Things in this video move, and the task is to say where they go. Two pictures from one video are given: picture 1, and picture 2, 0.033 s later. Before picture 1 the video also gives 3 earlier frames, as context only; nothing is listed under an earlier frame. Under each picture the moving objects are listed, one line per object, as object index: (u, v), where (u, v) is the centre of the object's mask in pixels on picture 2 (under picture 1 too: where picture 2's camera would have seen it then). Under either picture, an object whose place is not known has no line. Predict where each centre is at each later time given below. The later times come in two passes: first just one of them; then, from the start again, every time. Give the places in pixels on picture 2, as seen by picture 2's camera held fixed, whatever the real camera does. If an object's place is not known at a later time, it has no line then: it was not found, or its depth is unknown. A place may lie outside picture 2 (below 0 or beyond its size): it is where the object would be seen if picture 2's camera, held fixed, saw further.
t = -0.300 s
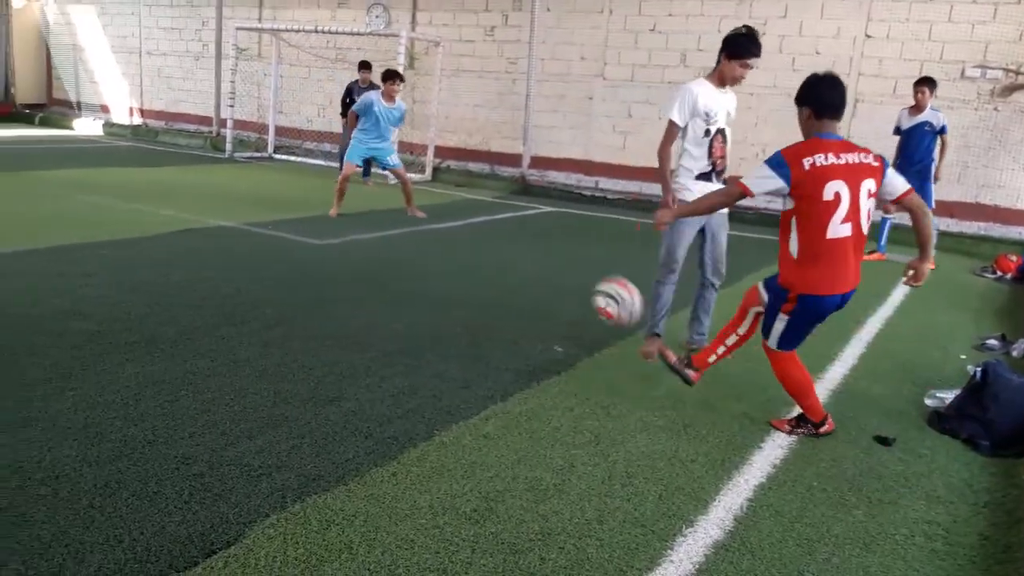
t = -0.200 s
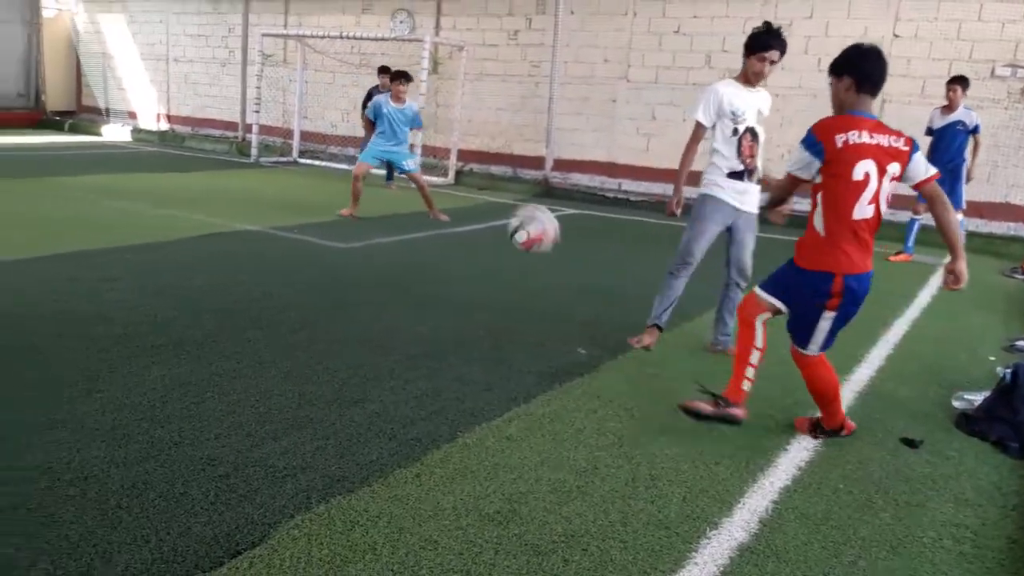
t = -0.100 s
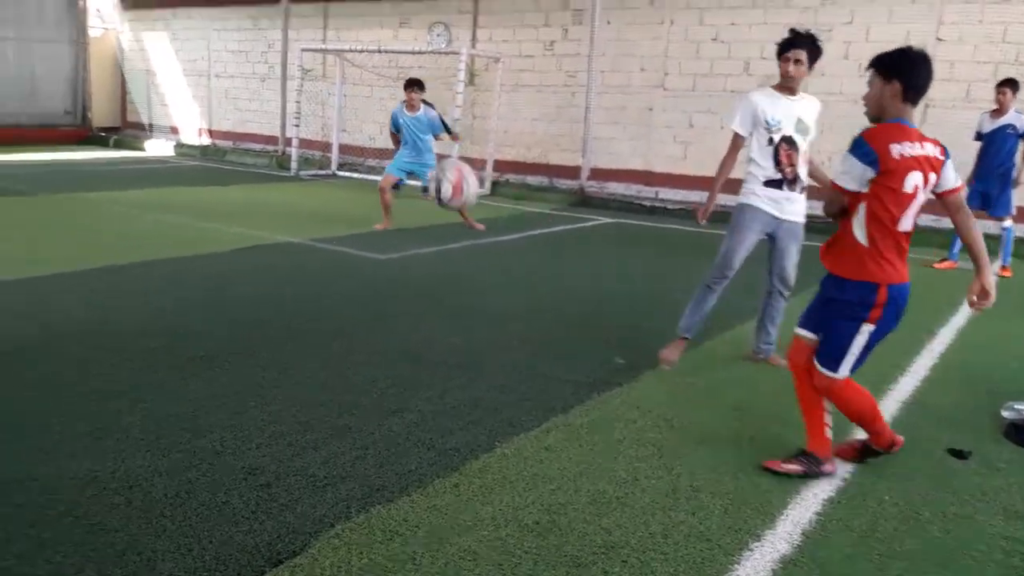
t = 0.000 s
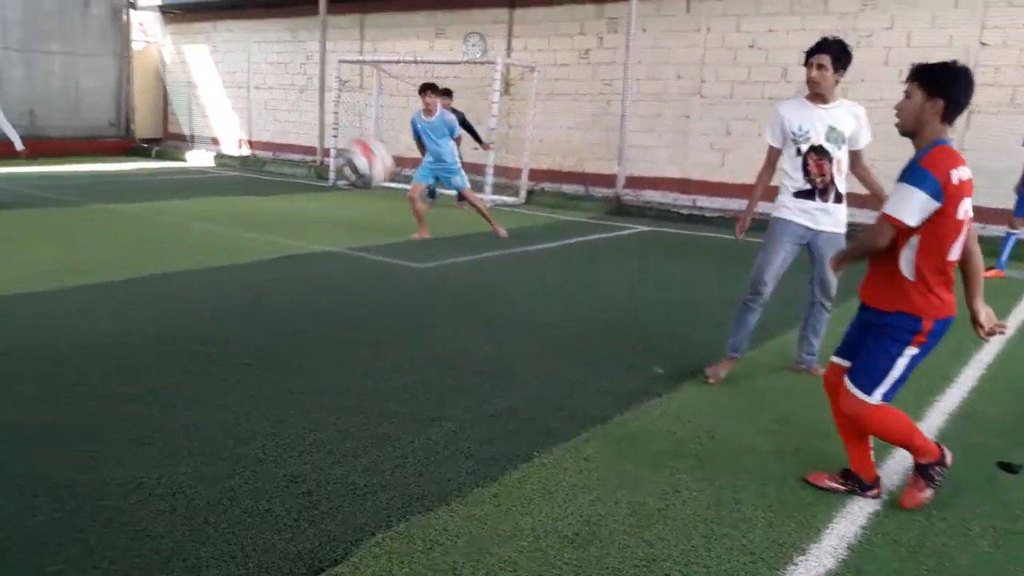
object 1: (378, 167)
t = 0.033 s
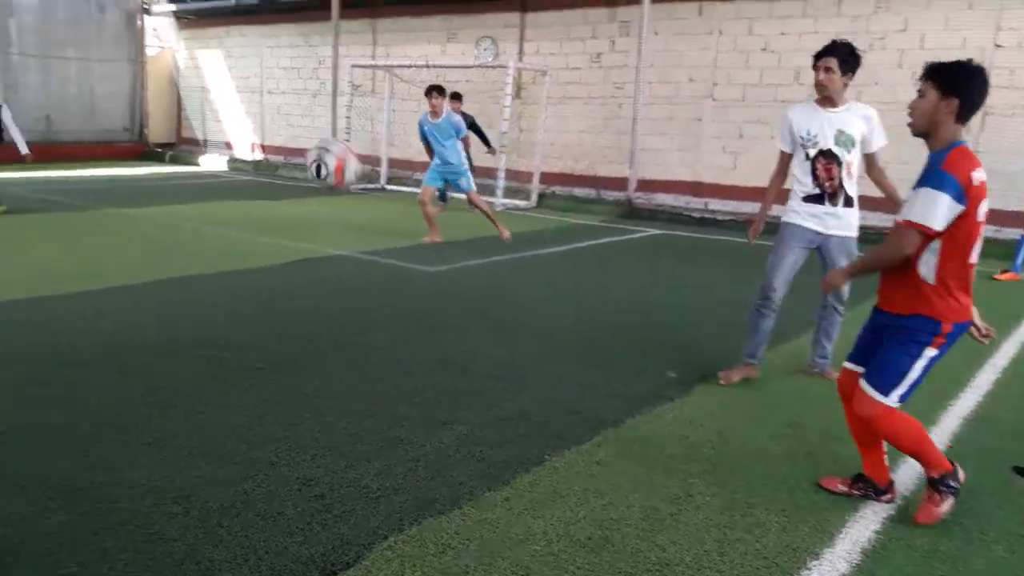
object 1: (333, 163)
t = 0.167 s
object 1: (163, 173)
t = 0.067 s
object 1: (291, 163)
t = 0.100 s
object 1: (248, 163)
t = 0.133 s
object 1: (205, 166)
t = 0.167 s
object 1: (163, 173)
